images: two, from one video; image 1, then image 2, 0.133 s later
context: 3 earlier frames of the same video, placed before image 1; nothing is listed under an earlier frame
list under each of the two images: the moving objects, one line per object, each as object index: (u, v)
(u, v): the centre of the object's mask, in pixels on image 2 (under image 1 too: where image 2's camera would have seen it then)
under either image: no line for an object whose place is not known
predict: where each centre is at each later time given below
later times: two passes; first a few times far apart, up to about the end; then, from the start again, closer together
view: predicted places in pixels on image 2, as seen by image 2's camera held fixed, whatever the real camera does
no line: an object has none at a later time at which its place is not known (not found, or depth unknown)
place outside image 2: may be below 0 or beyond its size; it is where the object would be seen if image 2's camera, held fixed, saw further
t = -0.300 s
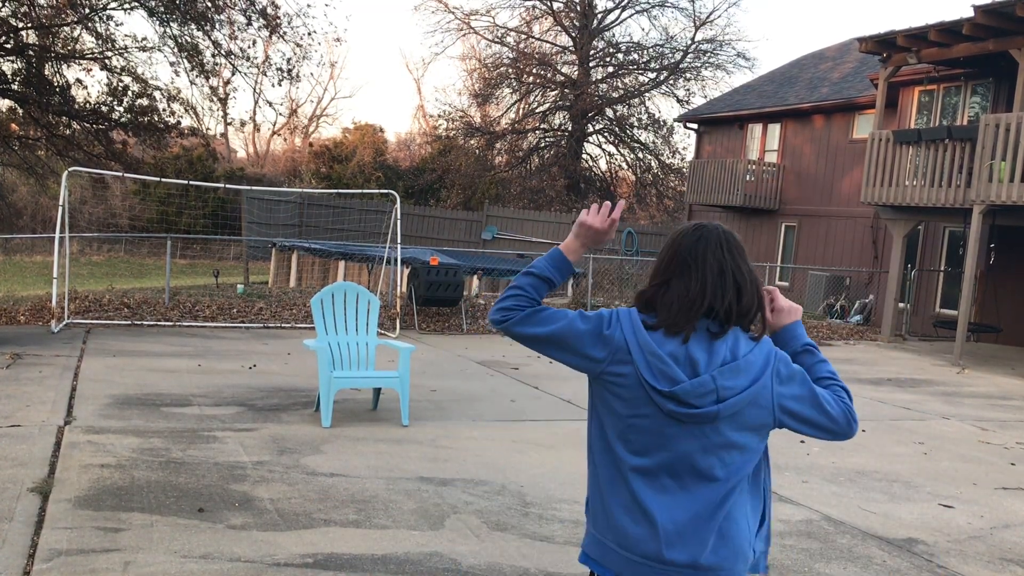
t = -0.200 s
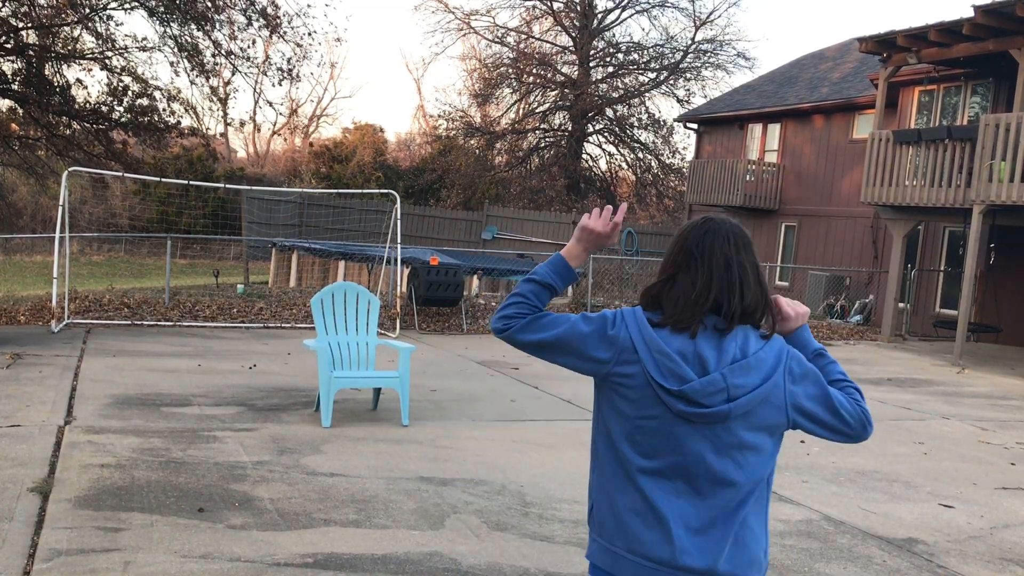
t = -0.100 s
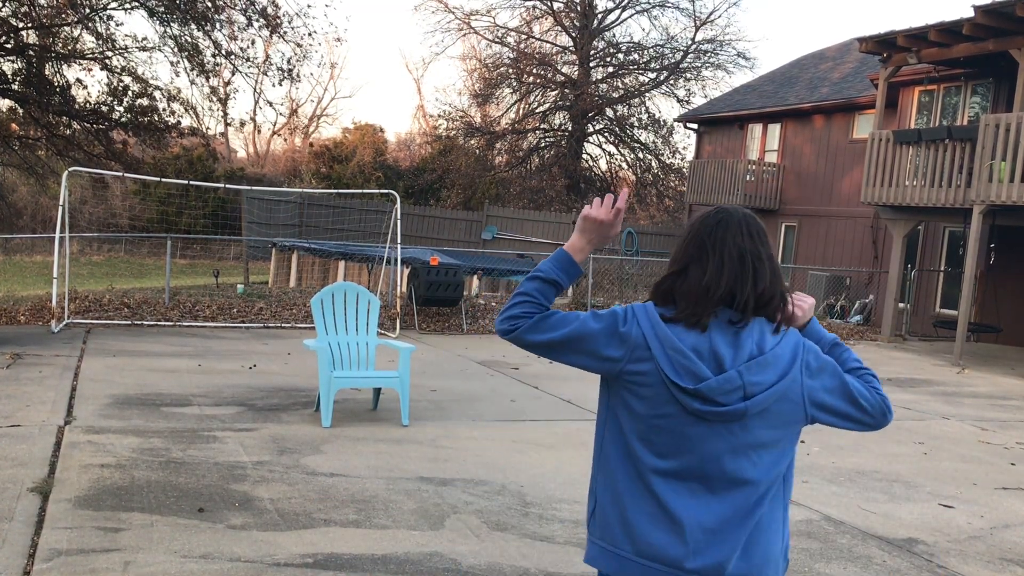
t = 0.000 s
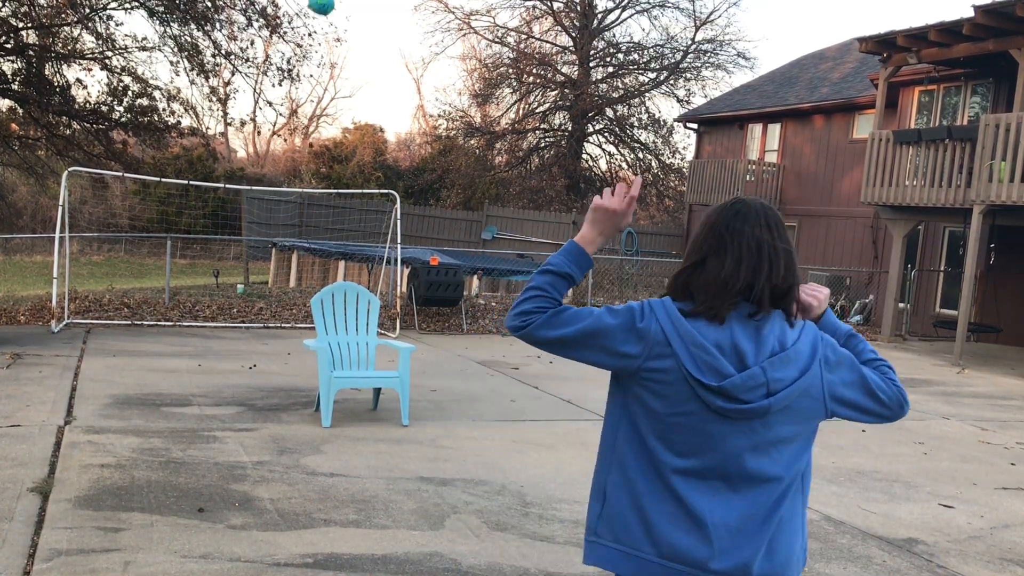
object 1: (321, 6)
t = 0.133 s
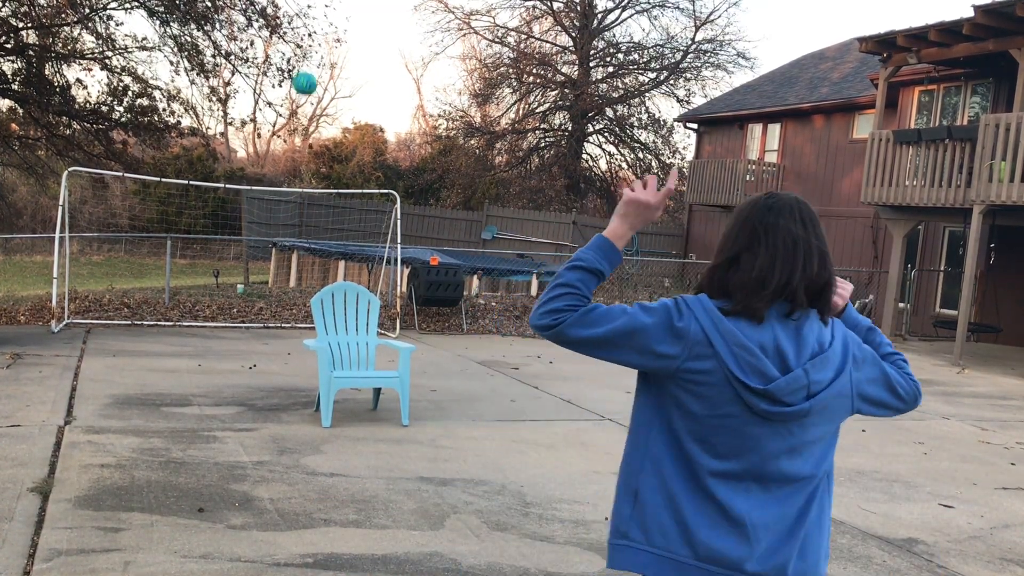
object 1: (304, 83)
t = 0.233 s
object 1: (292, 150)
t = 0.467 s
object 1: (267, 317)
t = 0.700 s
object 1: (266, 250)
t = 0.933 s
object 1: (265, 198)
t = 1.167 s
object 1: (262, 236)
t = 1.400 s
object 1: (256, 315)
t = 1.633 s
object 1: (256, 279)
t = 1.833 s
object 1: (254, 268)
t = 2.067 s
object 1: (248, 294)
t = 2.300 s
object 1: (241, 303)
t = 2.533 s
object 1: (233, 301)
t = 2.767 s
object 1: (225, 314)
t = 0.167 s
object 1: (300, 105)
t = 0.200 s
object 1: (296, 127)
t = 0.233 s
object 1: (292, 150)
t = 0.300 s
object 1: (285, 195)
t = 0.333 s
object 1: (281, 218)
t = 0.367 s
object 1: (278, 242)
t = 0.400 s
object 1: (274, 267)
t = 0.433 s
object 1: (271, 292)
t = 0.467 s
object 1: (267, 317)
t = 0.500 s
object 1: (265, 340)
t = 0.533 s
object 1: (265, 323)
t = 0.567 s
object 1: (265, 306)
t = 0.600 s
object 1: (266, 290)
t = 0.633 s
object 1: (266, 276)
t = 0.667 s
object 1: (266, 262)
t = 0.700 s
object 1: (266, 250)
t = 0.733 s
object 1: (266, 239)
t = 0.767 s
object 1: (266, 230)
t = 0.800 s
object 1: (266, 221)
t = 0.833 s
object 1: (266, 214)
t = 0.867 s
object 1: (266, 207)
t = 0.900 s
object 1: (265, 201)
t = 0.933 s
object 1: (265, 198)
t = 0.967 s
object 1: (265, 200)
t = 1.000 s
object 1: (264, 204)
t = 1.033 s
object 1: (264, 209)
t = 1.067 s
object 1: (264, 214)
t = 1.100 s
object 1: (264, 220)
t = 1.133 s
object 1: (263, 228)
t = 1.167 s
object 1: (262, 236)
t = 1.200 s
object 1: (262, 244)
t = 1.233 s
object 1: (261, 254)
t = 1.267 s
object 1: (261, 265)
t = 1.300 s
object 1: (260, 276)
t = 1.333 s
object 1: (259, 289)
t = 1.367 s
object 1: (258, 302)
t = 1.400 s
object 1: (256, 315)
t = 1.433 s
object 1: (256, 324)
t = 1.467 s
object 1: (256, 315)
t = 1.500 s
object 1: (256, 305)
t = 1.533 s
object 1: (256, 298)
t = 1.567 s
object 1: (256, 290)
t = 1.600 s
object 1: (256, 284)
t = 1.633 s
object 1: (256, 279)
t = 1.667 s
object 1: (256, 275)
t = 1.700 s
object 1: (255, 272)
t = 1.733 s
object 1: (255, 270)
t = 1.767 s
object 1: (254, 268)
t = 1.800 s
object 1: (254, 268)
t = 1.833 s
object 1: (254, 268)
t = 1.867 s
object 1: (253, 269)
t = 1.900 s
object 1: (252, 271)
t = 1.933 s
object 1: (251, 274)
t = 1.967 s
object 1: (251, 278)
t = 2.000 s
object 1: (250, 283)
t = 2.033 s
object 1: (248, 288)
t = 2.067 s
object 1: (248, 294)
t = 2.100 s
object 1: (247, 302)
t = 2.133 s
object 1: (246, 311)
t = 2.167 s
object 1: (244, 319)
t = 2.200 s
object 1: (243, 317)
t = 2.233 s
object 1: (243, 312)
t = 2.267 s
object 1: (242, 307)
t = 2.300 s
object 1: (241, 303)
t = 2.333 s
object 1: (240, 300)
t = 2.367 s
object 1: (239, 299)
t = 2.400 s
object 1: (238, 298)
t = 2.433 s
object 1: (237, 297)
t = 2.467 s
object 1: (235, 298)
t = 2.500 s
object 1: (234, 299)
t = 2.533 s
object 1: (233, 301)
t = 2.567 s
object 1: (231, 304)
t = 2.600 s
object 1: (230, 308)
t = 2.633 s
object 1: (229, 314)
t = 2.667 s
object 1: (228, 317)
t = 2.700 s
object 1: (227, 315)
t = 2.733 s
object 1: (226, 314)
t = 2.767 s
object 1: (225, 314)
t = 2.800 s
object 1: (224, 313)
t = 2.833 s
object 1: (223, 313)
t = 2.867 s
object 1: (222, 314)
